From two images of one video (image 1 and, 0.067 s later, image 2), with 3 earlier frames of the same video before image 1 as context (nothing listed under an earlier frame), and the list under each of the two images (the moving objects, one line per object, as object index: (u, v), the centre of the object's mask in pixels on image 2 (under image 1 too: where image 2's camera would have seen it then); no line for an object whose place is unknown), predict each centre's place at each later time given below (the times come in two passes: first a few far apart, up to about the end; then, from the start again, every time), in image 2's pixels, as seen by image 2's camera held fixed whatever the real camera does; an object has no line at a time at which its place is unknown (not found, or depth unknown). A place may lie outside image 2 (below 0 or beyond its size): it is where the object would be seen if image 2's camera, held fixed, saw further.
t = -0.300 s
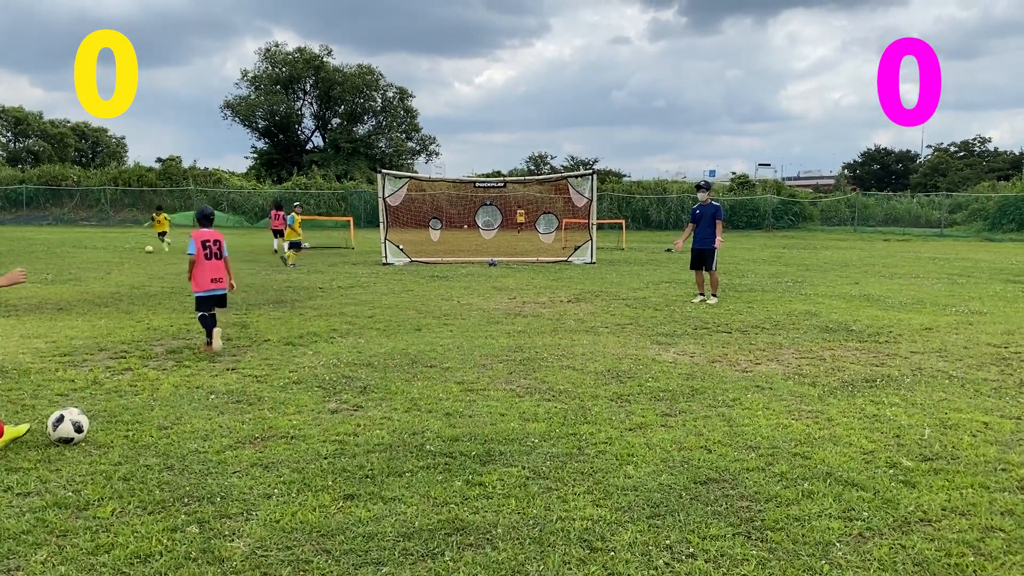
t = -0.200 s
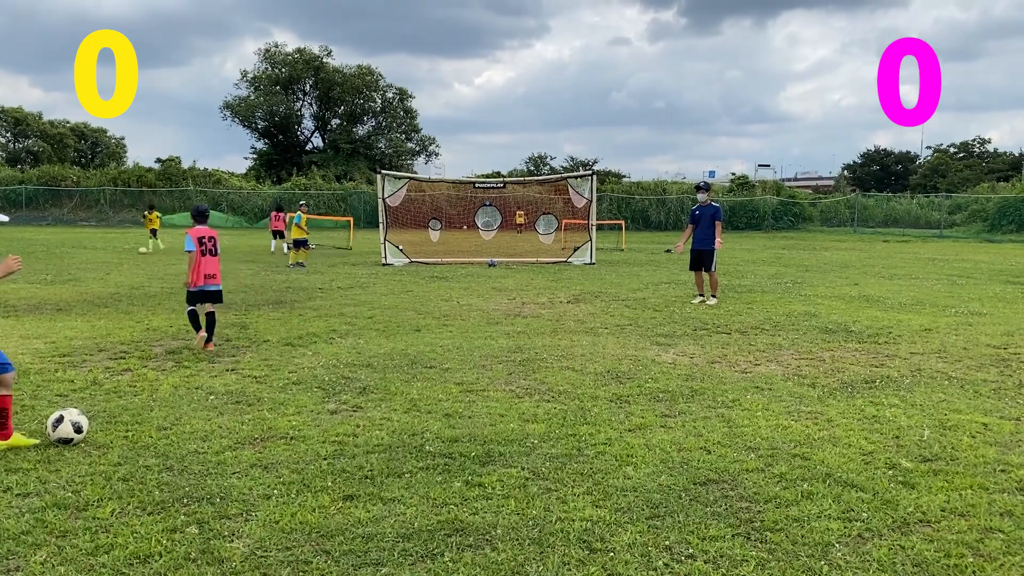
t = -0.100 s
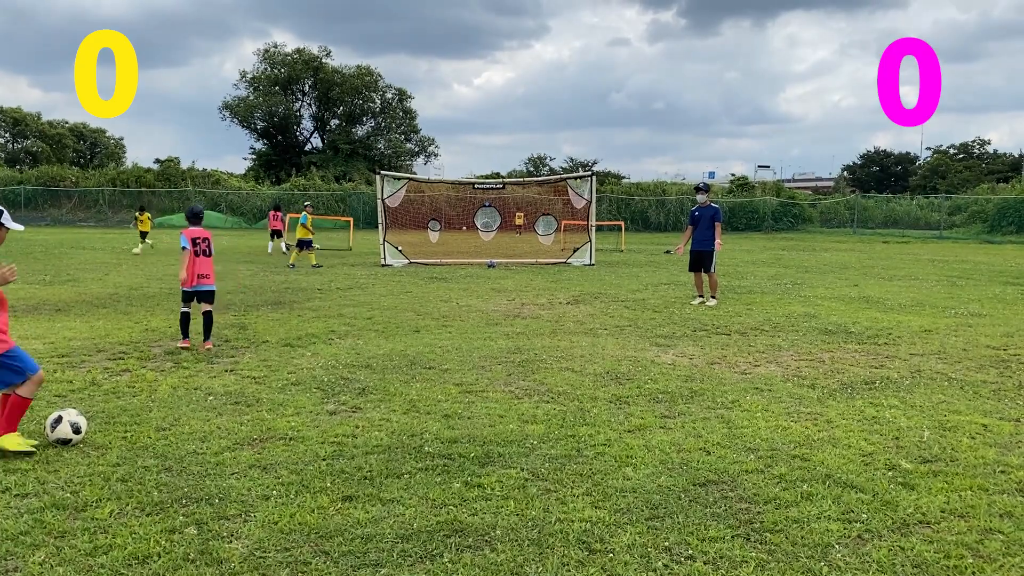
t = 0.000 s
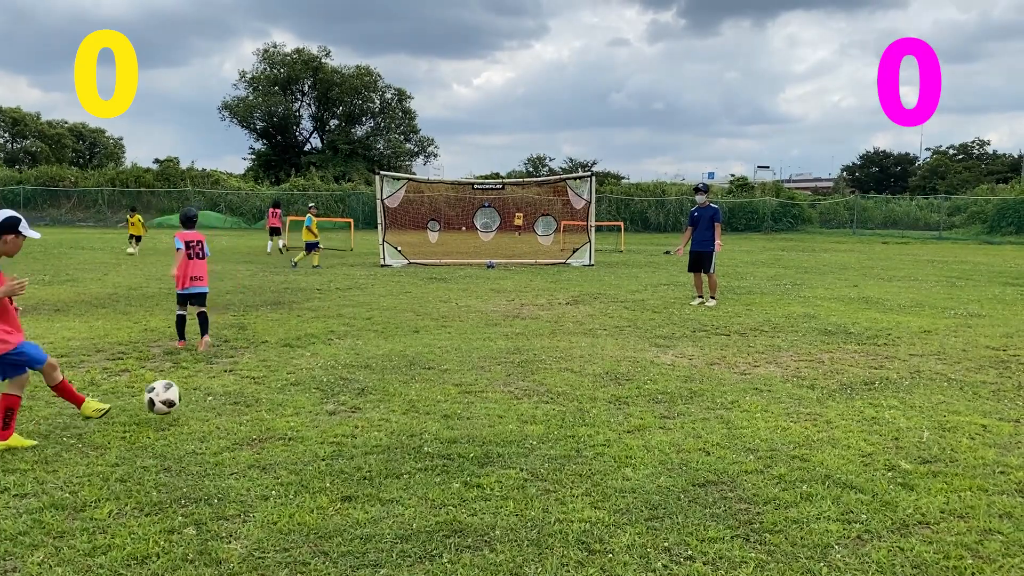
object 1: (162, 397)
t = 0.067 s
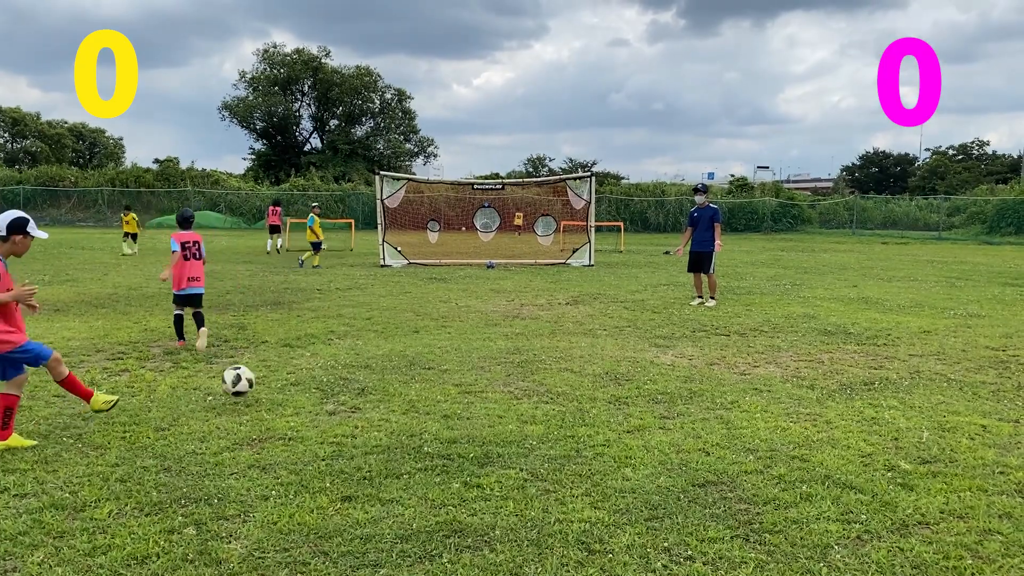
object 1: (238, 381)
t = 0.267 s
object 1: (394, 359)
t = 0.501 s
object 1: (489, 342)
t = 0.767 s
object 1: (553, 330)
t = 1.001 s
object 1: (595, 319)
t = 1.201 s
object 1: (626, 310)
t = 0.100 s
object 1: (271, 375)
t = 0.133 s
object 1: (301, 372)
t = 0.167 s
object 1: (330, 371)
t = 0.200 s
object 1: (355, 371)
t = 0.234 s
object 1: (377, 367)
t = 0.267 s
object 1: (394, 359)
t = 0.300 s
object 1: (410, 353)
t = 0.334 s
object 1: (425, 348)
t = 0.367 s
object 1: (440, 346)
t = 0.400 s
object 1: (454, 344)
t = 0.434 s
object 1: (467, 344)
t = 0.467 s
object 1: (479, 345)
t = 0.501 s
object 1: (489, 342)
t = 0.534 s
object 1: (498, 337)
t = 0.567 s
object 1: (507, 333)
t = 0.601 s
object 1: (516, 330)
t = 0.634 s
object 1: (524, 329)
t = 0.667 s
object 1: (531, 329)
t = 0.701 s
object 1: (539, 330)
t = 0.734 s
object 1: (547, 332)
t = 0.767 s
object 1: (553, 330)
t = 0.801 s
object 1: (560, 326)
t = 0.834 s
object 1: (566, 323)
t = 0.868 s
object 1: (573, 321)
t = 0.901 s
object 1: (578, 320)
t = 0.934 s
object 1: (584, 321)
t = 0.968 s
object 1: (590, 321)
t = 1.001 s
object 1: (595, 319)
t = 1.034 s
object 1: (601, 317)
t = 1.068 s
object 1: (606, 315)
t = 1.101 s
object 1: (612, 314)
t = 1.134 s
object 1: (617, 314)
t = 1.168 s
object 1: (622, 312)
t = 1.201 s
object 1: (626, 310)
